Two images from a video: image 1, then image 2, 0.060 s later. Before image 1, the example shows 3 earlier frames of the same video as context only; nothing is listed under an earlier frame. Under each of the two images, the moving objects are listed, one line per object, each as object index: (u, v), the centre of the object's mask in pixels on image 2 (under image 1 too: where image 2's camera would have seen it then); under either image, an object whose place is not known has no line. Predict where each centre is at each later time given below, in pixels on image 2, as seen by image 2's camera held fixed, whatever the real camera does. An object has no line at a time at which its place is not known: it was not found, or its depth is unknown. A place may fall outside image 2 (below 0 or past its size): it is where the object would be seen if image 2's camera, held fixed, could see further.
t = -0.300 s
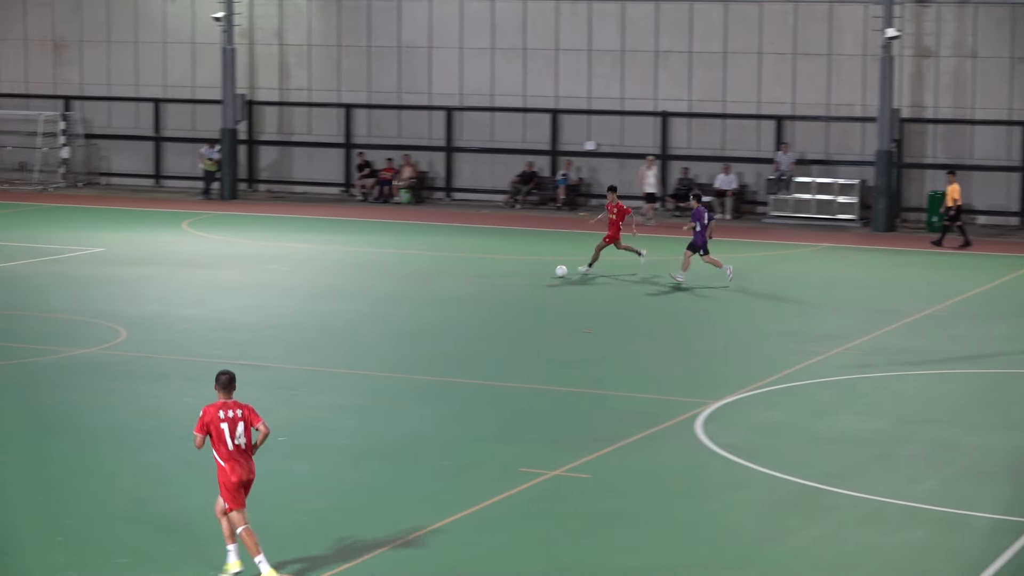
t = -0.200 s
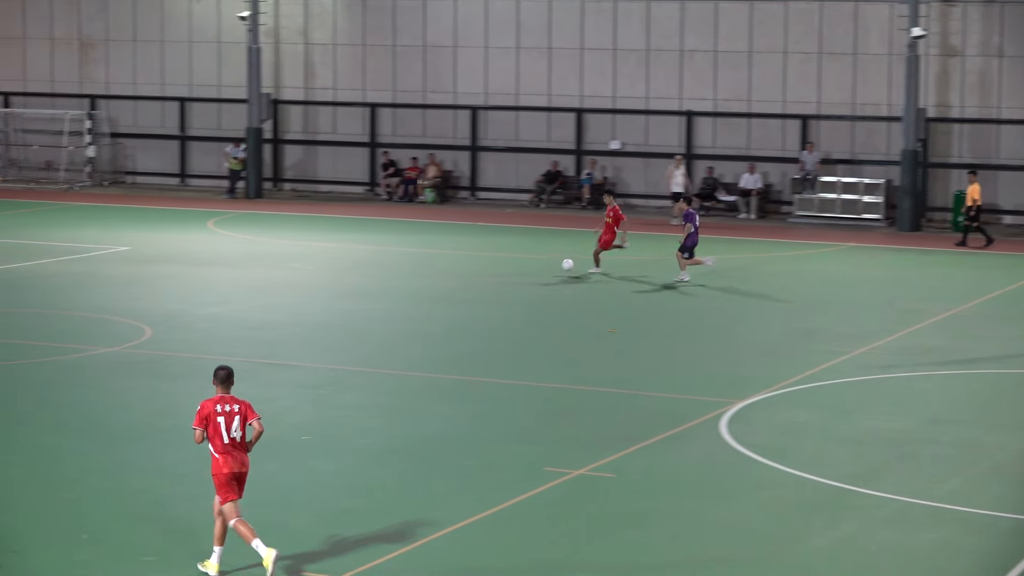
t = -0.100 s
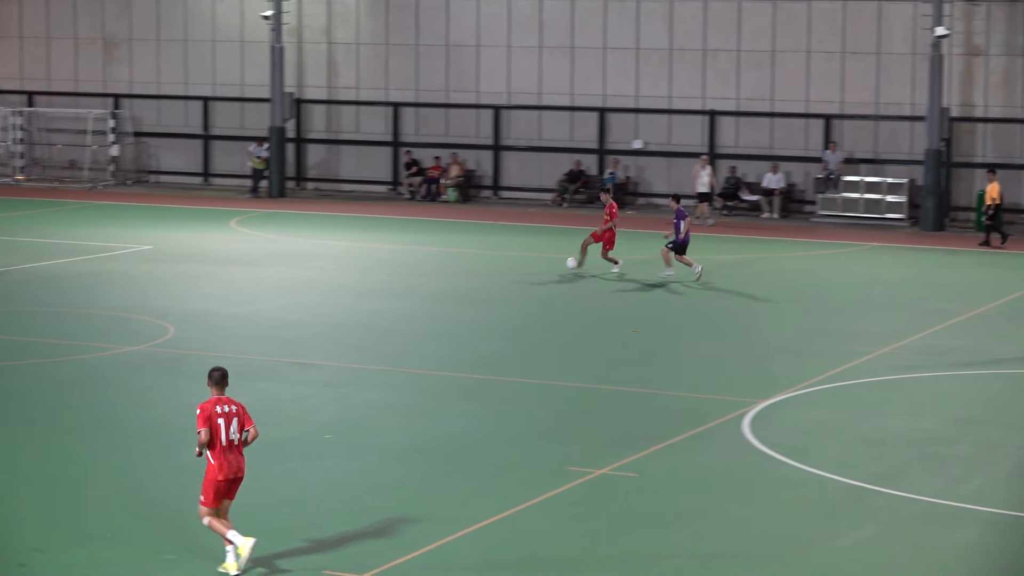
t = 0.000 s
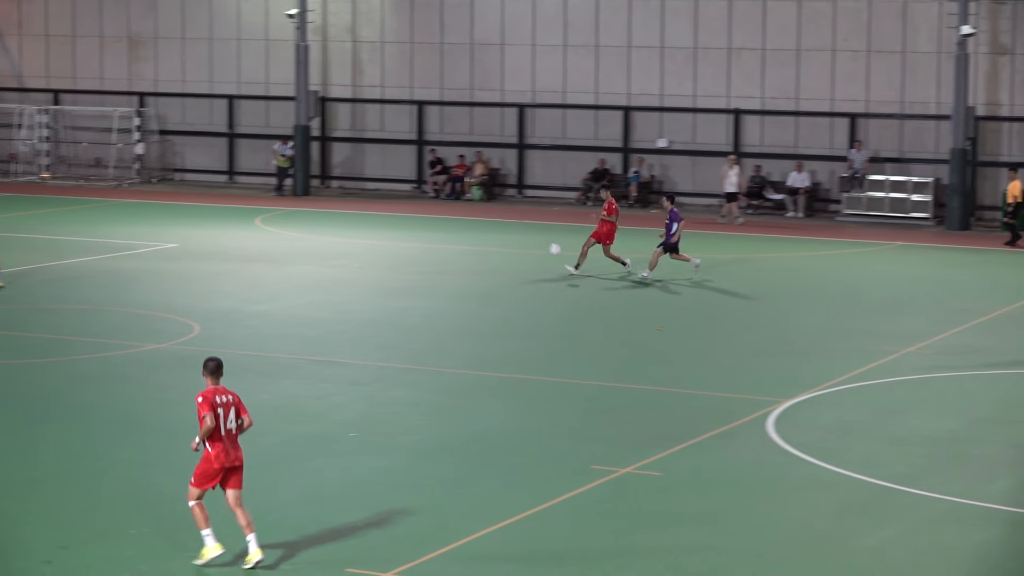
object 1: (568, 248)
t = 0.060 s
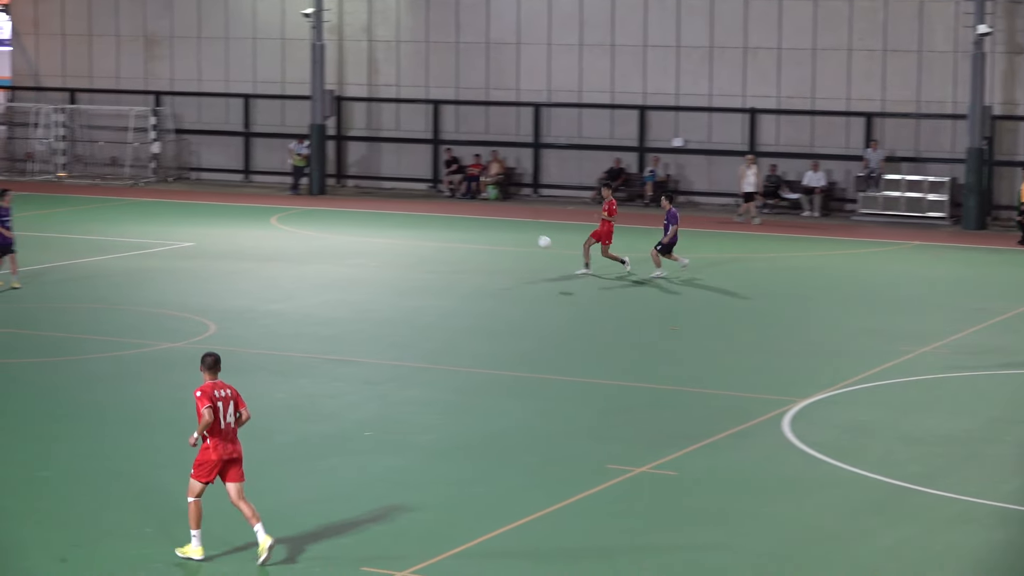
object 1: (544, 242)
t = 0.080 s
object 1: (536, 240)
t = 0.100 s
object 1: (527, 238)
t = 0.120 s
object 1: (519, 236)
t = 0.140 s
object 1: (511, 235)
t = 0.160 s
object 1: (503, 233)
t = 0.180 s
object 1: (494, 232)
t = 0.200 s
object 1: (486, 232)
